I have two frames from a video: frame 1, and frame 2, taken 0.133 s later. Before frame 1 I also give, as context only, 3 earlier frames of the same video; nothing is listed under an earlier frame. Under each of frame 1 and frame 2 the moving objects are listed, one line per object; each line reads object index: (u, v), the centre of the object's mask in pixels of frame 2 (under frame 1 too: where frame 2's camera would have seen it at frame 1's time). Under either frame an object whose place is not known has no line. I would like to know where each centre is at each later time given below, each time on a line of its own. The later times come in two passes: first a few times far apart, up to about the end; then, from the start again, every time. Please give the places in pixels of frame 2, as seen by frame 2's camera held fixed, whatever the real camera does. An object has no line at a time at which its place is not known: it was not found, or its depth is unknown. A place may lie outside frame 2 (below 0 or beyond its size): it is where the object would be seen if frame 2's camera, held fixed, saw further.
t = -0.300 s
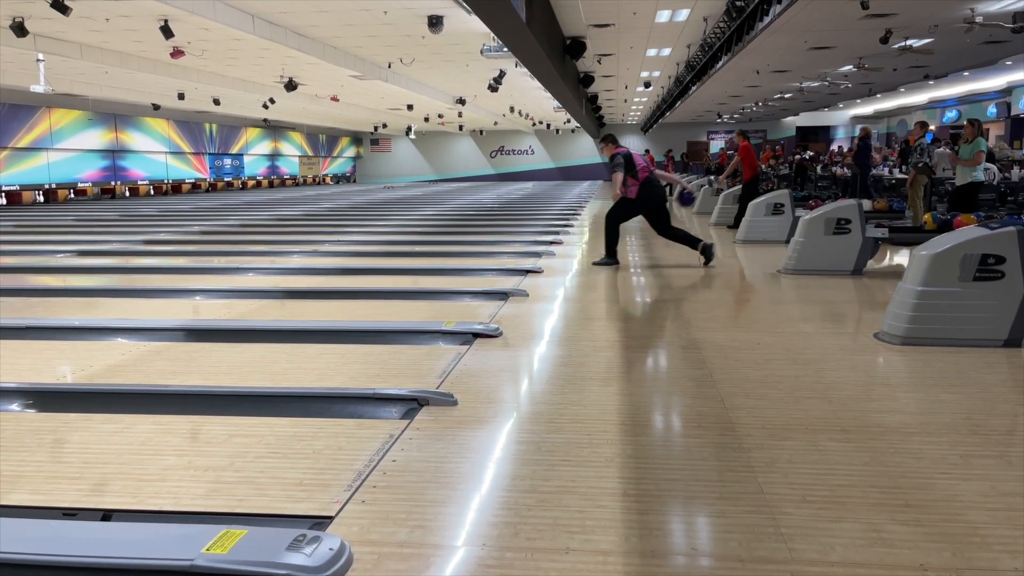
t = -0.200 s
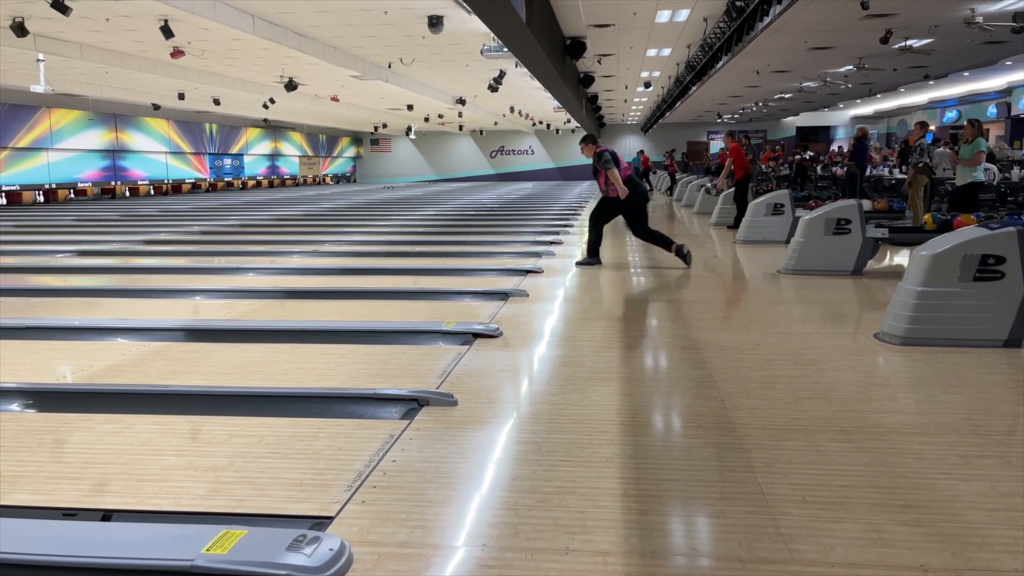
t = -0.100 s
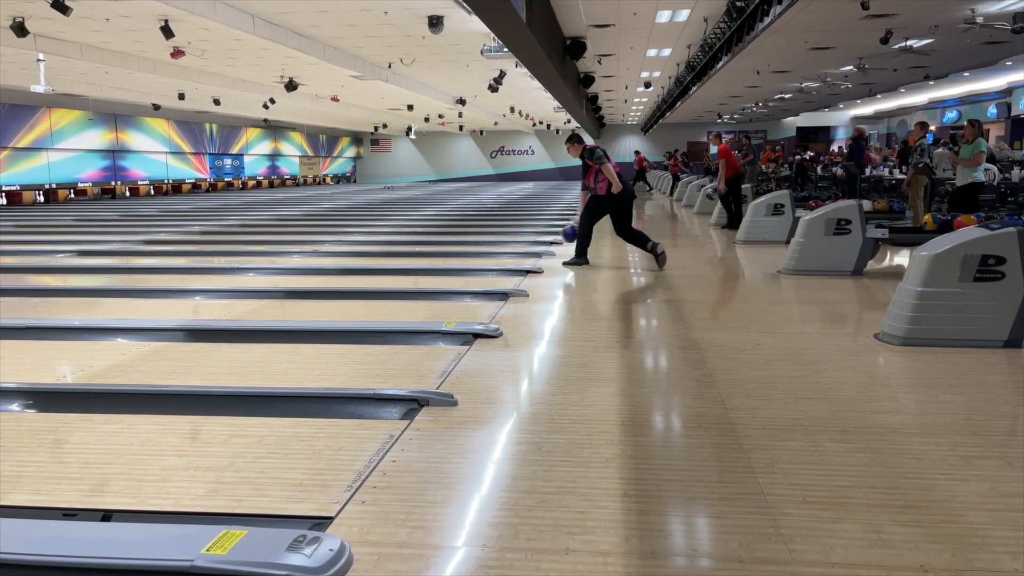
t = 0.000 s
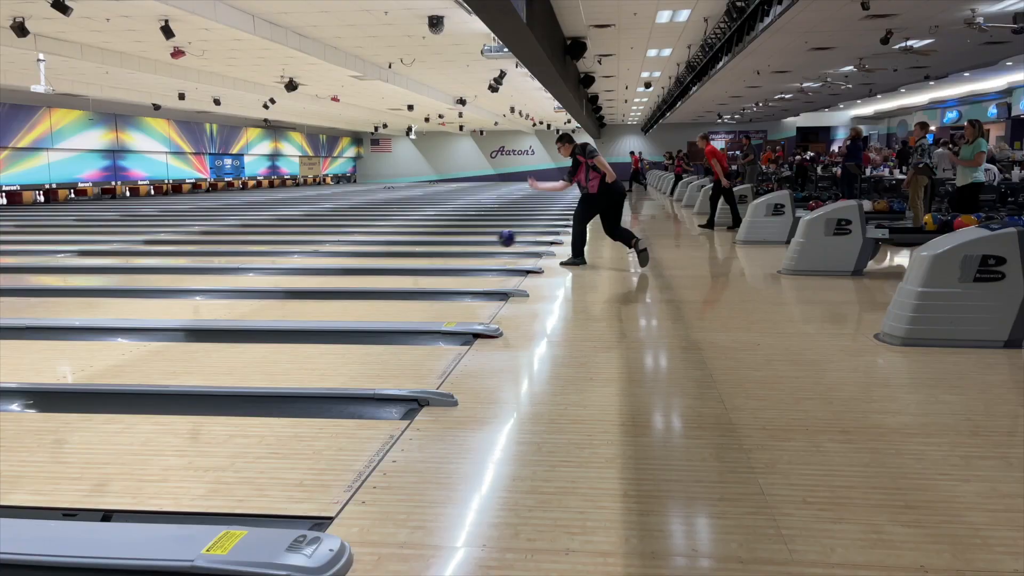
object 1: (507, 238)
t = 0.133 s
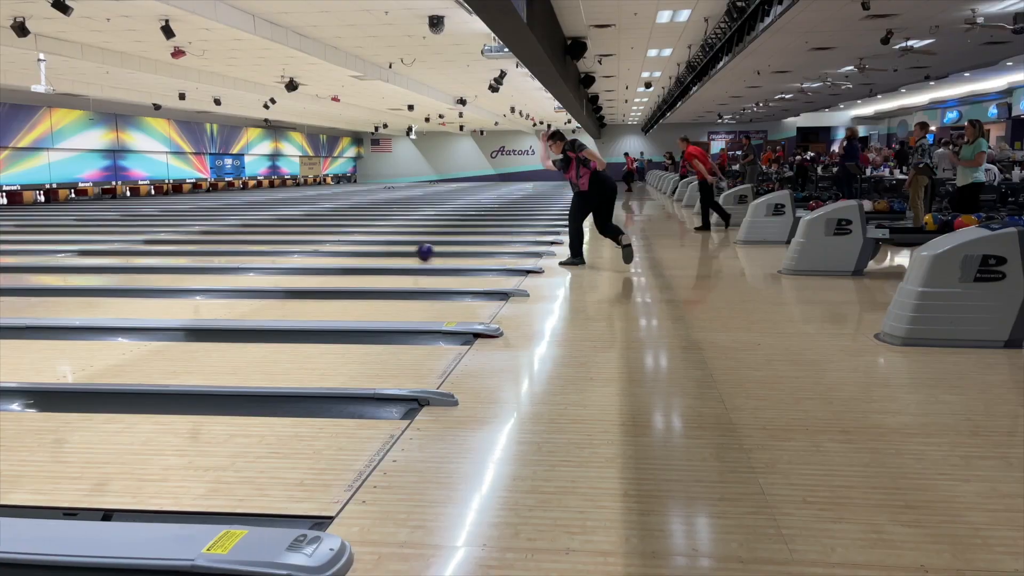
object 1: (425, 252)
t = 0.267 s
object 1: (344, 252)
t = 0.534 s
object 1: (190, 251)
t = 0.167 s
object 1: (405, 251)
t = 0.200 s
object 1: (384, 251)
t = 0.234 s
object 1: (364, 252)
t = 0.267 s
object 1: (344, 252)
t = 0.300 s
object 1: (324, 252)
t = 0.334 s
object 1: (305, 251)
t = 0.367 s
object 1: (286, 251)
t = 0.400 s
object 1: (266, 251)
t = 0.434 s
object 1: (247, 251)
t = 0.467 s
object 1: (228, 250)
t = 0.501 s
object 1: (208, 250)
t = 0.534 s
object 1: (190, 251)
